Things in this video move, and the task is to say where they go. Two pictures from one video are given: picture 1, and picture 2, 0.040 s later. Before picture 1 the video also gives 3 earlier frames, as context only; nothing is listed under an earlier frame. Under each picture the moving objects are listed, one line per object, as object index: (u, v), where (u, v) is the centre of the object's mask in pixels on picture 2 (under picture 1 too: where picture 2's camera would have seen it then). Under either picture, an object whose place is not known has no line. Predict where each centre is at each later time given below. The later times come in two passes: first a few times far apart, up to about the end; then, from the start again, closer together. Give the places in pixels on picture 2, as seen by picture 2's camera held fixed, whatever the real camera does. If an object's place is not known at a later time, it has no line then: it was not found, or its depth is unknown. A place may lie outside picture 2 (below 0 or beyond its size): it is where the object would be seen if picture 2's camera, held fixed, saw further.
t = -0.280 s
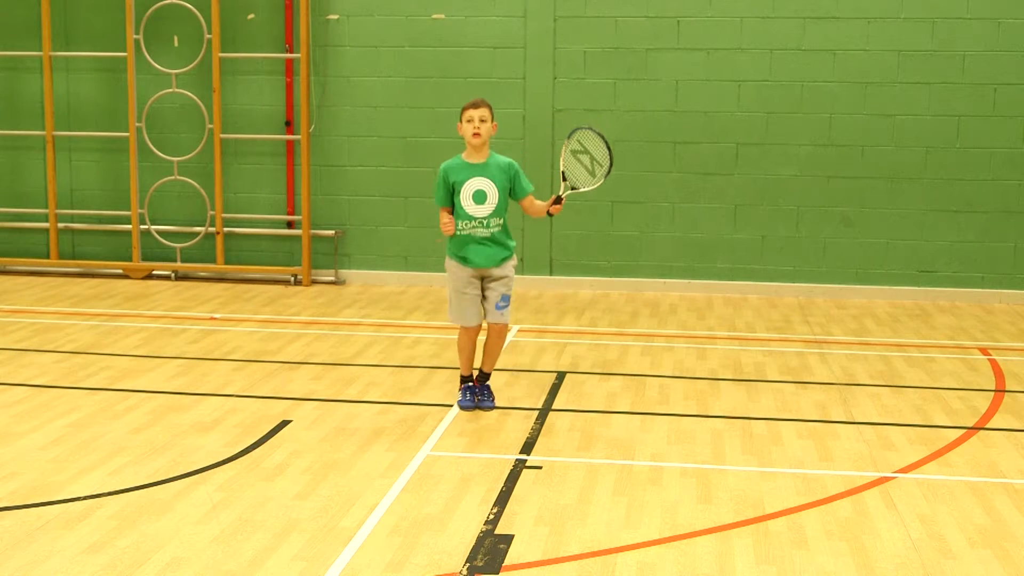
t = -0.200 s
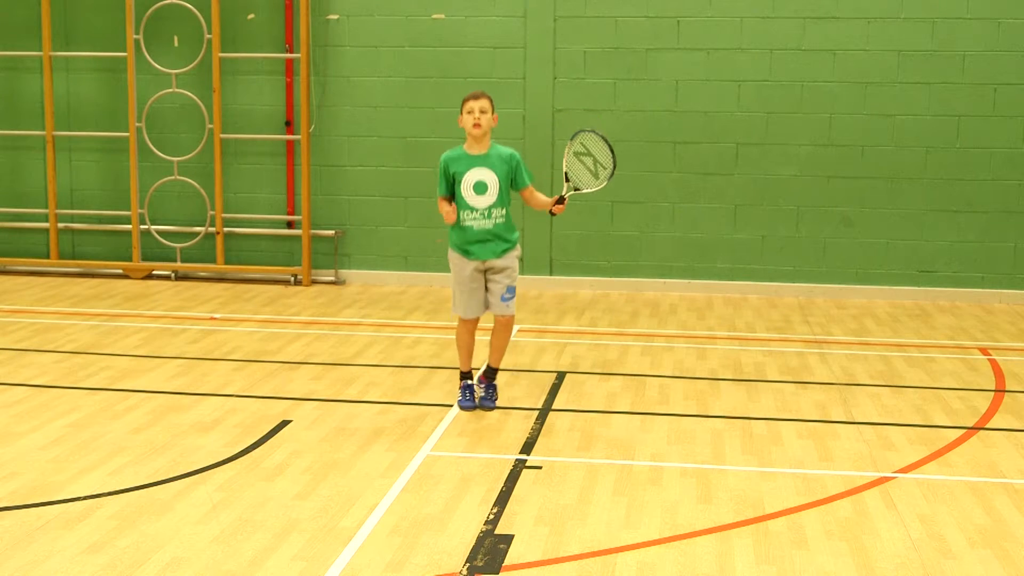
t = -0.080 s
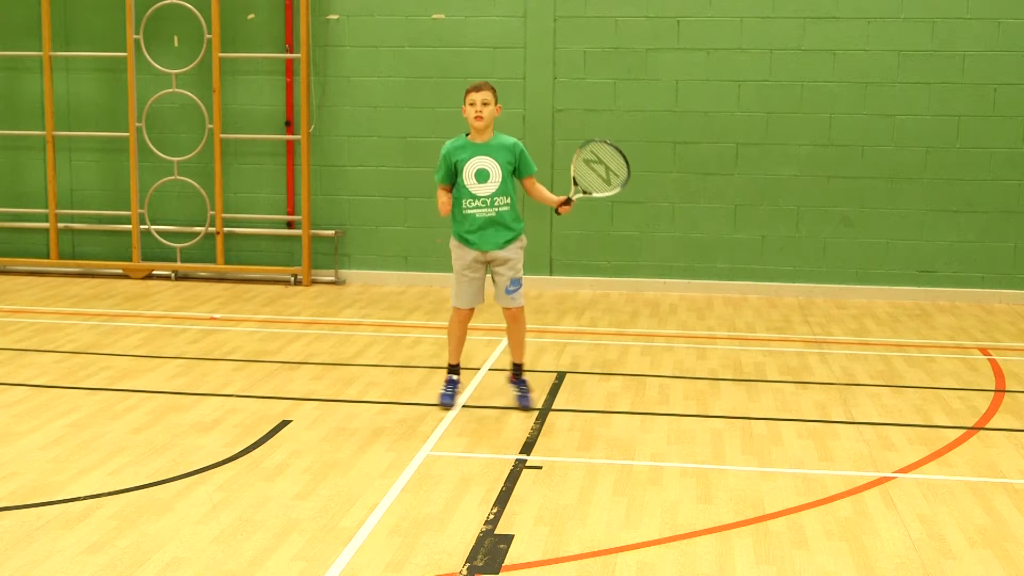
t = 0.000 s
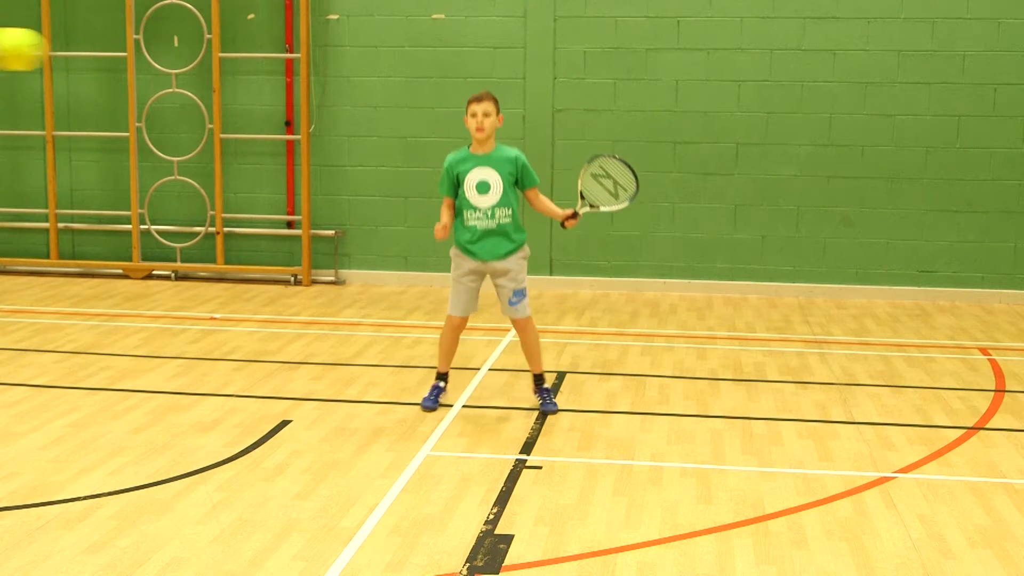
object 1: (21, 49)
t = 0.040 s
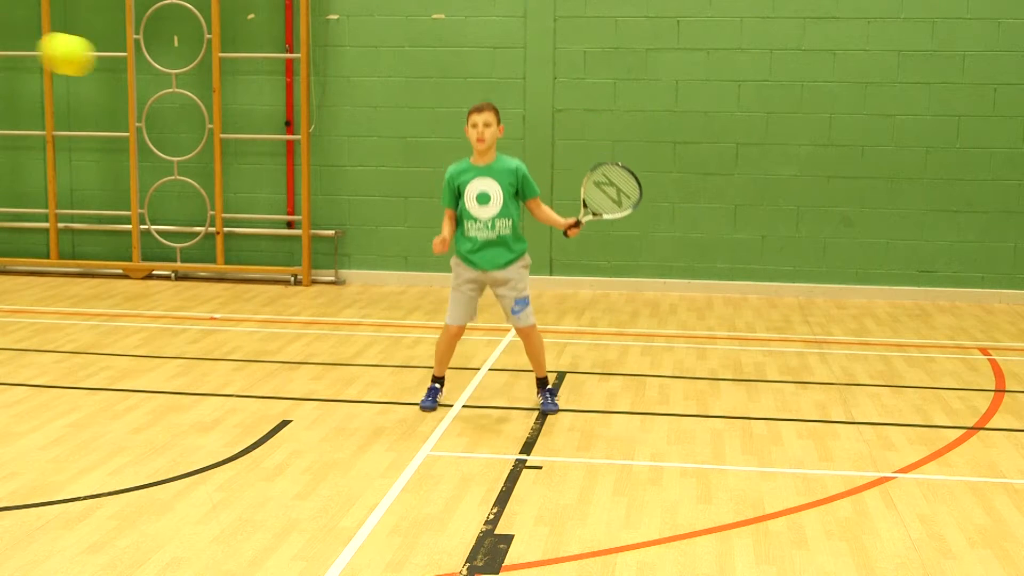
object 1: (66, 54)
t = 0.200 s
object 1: (215, 133)
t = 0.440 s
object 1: (343, 335)
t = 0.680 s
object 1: (405, 418)
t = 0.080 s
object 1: (111, 66)
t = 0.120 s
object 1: (150, 84)
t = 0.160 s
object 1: (184, 107)
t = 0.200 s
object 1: (215, 133)
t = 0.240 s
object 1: (242, 162)
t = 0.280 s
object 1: (266, 194)
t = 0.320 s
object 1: (288, 228)
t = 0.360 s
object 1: (308, 261)
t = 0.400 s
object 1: (326, 298)
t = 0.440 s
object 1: (343, 335)
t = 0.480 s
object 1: (358, 374)
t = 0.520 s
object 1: (371, 413)
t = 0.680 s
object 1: (405, 418)
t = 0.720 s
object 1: (410, 392)
